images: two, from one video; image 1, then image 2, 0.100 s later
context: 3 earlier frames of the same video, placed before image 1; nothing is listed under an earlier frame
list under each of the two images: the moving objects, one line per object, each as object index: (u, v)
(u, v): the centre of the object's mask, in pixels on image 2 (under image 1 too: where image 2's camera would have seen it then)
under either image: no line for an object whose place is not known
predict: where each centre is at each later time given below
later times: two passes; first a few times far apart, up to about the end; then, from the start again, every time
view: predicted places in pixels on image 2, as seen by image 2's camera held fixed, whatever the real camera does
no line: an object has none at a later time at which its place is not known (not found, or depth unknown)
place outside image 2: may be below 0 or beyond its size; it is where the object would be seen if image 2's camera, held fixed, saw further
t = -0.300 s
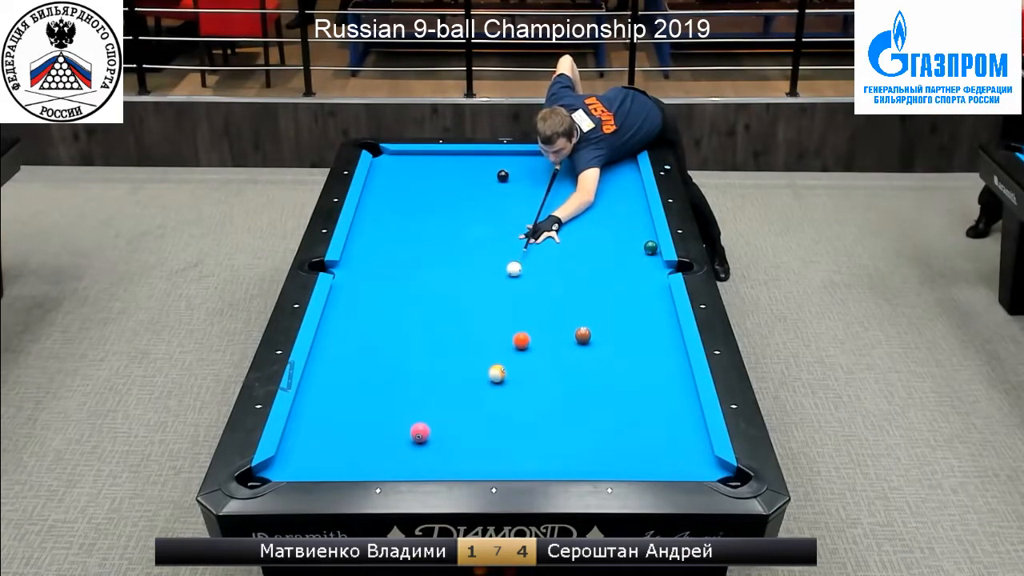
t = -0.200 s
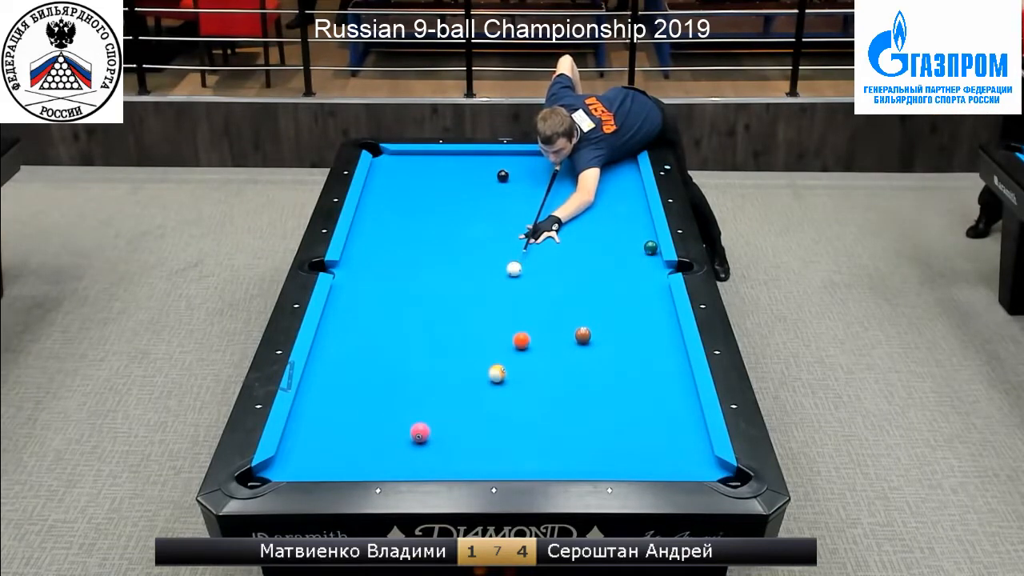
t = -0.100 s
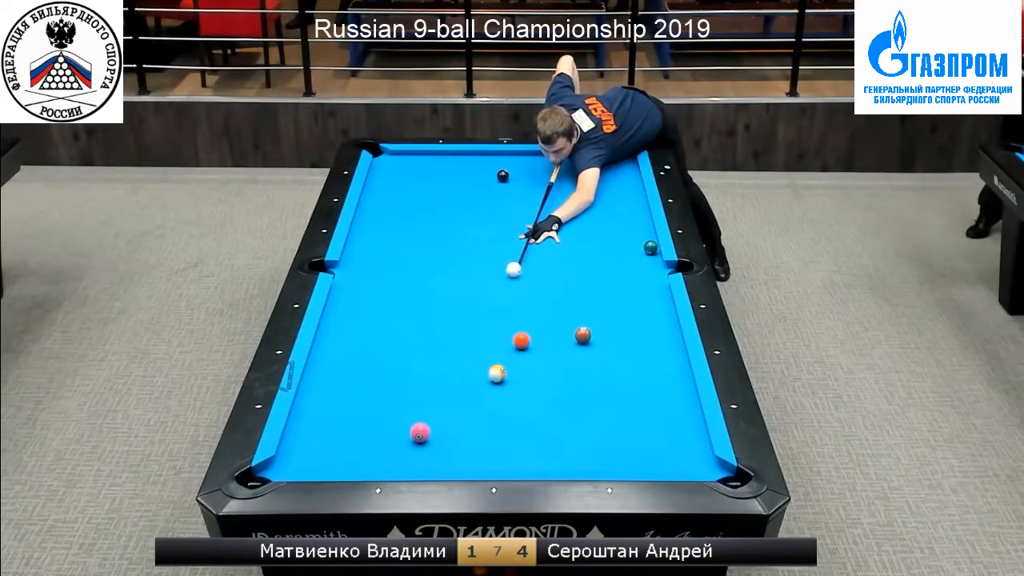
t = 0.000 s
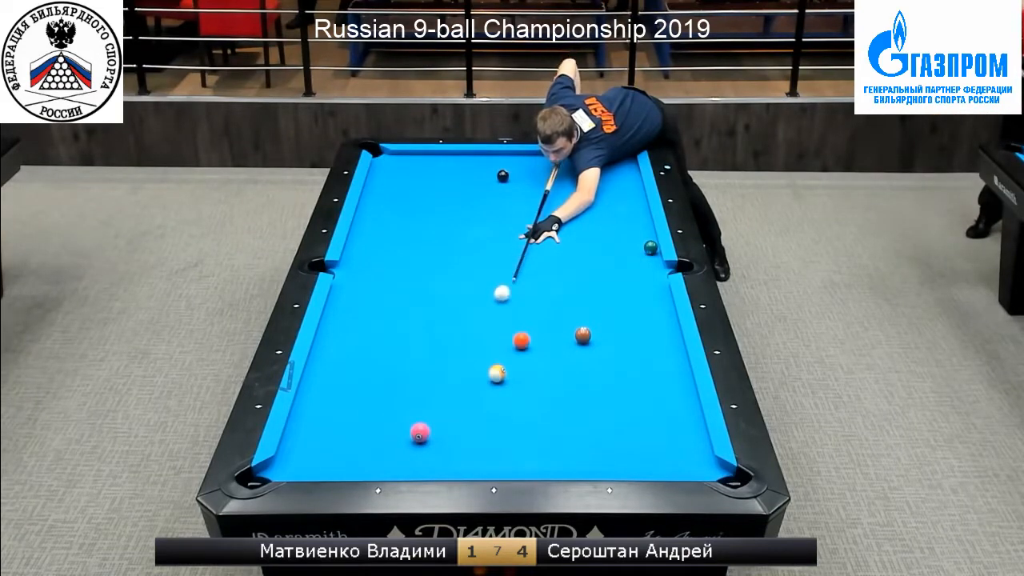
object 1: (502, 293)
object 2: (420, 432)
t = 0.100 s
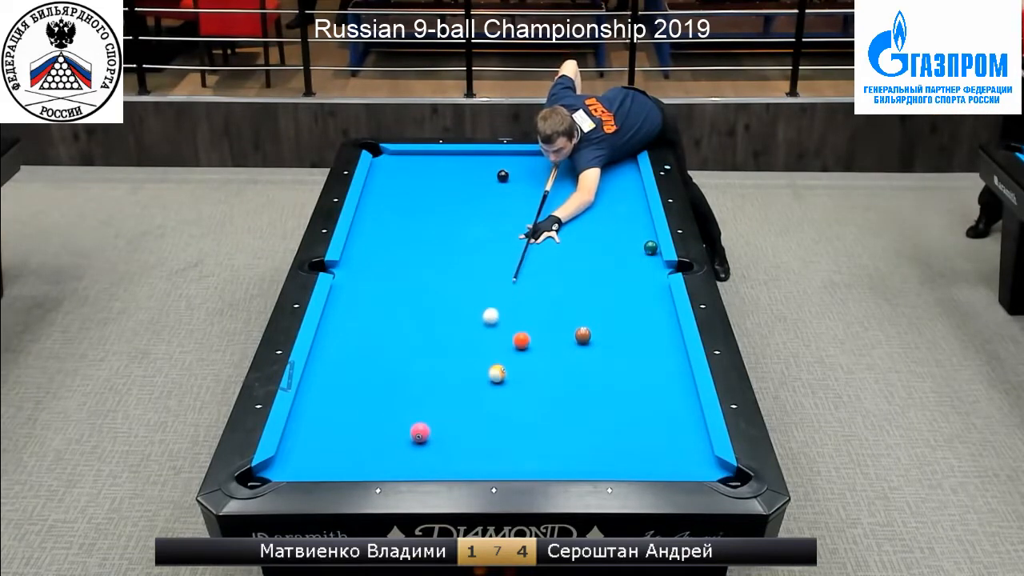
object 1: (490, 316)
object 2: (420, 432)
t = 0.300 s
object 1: (470, 358)
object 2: (420, 432)
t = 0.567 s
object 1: (447, 408)
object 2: (420, 432)
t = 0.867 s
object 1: (452, 459)
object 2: (388, 442)
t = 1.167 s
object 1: (488, 443)
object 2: (347, 454)
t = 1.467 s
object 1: (523, 418)
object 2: (308, 463)
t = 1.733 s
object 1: (551, 398)
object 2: (275, 469)
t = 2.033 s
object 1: (579, 378)
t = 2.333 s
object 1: (604, 361)
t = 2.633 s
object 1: (628, 345)
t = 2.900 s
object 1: (646, 332)
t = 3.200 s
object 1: (665, 319)
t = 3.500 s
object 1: (661, 309)
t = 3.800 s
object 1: (649, 302)
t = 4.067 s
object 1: (640, 296)
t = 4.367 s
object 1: (632, 291)
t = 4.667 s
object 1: (626, 286)
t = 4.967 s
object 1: (621, 283)
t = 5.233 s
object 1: (618, 280)
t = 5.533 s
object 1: (615, 278)
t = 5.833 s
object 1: (614, 277)
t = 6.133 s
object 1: (614, 277)
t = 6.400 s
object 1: (614, 277)
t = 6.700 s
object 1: (614, 277)
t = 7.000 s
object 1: (614, 277)
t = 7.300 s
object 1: (614, 277)
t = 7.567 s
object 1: (614, 277)
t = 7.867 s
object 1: (614, 277)
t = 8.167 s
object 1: (614, 277)
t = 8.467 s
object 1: (614, 277)
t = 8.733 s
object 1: (614, 277)
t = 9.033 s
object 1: (614, 277)
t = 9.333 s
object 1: (614, 277)
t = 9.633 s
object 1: (614, 277)
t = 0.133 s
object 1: (487, 324)
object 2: (420, 432)
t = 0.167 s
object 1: (483, 331)
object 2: (420, 432)
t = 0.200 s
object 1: (480, 338)
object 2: (420, 432)
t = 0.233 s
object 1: (477, 345)
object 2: (420, 432)
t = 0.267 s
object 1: (473, 352)
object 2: (420, 432)
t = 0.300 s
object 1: (470, 358)
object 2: (420, 432)
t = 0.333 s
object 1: (467, 364)
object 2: (420, 432)
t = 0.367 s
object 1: (464, 370)
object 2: (420, 432)
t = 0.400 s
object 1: (462, 376)
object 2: (420, 432)
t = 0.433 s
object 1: (459, 382)
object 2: (419, 432)
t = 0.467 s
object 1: (456, 389)
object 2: (419, 432)
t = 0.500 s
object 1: (453, 395)
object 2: (419, 432)
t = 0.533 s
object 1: (450, 401)
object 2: (420, 432)
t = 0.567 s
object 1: (447, 408)
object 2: (420, 432)
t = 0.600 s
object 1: (444, 414)
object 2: (419, 432)
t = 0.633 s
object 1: (440, 421)
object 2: (419, 432)
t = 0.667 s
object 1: (438, 427)
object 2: (419, 433)
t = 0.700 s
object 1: (441, 433)
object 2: (413, 434)
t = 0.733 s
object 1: (444, 438)
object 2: (407, 436)
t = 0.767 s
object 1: (446, 443)
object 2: (401, 438)
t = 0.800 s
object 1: (448, 448)
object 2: (397, 439)
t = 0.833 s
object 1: (450, 454)
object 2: (392, 441)
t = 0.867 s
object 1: (452, 459)
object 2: (388, 442)
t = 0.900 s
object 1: (454, 462)
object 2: (383, 443)
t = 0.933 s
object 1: (458, 463)
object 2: (378, 445)
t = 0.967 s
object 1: (463, 461)
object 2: (374, 446)
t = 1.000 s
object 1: (467, 459)
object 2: (369, 447)
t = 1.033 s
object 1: (471, 455)
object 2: (365, 449)
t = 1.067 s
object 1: (476, 452)
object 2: (360, 450)
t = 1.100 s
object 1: (480, 449)
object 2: (356, 451)
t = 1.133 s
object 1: (484, 446)
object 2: (352, 452)
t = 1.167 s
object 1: (488, 443)
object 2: (347, 454)
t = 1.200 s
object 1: (492, 440)
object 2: (343, 455)
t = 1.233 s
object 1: (496, 437)
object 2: (338, 457)
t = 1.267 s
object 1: (500, 434)
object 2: (334, 458)
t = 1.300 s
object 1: (504, 431)
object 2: (329, 459)
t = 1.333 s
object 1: (508, 428)
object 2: (325, 460)
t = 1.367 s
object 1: (512, 426)
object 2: (321, 461)
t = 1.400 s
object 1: (515, 423)
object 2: (316, 462)
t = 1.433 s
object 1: (519, 420)
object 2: (312, 462)
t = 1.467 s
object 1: (523, 418)
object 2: (308, 463)
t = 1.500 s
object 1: (527, 415)
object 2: (303, 464)
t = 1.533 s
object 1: (530, 413)
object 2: (299, 465)
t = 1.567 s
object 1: (534, 410)
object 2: (295, 466)
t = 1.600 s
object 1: (537, 408)
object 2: (291, 466)
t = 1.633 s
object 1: (540, 405)
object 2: (287, 467)
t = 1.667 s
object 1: (544, 403)
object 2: (283, 468)
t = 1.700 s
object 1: (547, 400)
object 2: (279, 469)
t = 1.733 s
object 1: (551, 398)
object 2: (275, 469)
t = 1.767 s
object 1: (554, 396)
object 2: (271, 470)
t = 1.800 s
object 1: (557, 393)
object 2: (267, 471)
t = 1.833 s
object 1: (560, 391)
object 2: (263, 473)
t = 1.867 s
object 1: (564, 389)
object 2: (259, 478)
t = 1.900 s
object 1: (567, 387)
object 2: (255, 482)
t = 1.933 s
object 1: (570, 385)
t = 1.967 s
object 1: (573, 382)
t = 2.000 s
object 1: (576, 380)
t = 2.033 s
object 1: (579, 378)
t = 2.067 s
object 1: (582, 376)
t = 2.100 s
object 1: (585, 374)
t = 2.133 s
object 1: (588, 372)
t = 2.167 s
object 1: (591, 370)
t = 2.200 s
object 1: (594, 368)
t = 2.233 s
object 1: (596, 366)
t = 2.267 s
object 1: (599, 364)
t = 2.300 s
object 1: (602, 362)
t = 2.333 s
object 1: (604, 361)
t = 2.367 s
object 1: (607, 359)
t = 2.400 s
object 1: (610, 357)
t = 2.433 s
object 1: (613, 355)
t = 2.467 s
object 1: (615, 353)
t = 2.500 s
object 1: (618, 351)
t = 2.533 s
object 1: (620, 350)
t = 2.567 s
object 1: (623, 348)
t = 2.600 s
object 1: (625, 346)
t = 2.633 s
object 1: (628, 345)
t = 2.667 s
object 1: (630, 343)
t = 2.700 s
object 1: (632, 341)
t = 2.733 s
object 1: (635, 340)
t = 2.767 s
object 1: (637, 338)
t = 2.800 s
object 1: (640, 336)
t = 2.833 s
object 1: (642, 335)
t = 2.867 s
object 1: (644, 333)
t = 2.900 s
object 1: (646, 332)
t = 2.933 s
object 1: (648, 330)
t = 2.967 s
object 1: (651, 329)
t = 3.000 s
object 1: (653, 327)
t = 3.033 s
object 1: (655, 326)
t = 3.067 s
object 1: (657, 324)
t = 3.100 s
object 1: (659, 323)
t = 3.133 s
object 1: (661, 322)
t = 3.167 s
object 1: (663, 320)
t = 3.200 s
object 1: (665, 319)
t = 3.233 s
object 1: (667, 317)
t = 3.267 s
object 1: (669, 316)
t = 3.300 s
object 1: (669, 315)
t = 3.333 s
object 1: (667, 314)
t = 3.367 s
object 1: (666, 313)
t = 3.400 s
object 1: (664, 312)
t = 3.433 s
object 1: (663, 311)
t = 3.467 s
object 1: (662, 310)
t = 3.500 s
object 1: (661, 309)
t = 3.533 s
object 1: (658, 309)
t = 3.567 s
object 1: (657, 308)
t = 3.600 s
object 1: (656, 307)
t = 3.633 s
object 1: (655, 306)
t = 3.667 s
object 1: (654, 305)
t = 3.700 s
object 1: (652, 304)
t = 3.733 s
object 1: (651, 304)
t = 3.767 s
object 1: (650, 303)
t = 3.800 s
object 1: (649, 302)
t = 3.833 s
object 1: (647, 301)
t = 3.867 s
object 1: (646, 301)
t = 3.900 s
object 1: (645, 300)
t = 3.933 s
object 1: (644, 299)
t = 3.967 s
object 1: (643, 298)
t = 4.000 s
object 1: (642, 298)
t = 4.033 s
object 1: (641, 297)
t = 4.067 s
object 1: (640, 296)
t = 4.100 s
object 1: (639, 296)
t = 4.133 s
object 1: (638, 295)
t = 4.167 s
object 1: (637, 294)
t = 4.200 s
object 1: (636, 293)
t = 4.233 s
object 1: (635, 293)
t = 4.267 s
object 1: (635, 293)
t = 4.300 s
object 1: (634, 292)
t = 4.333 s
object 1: (633, 291)
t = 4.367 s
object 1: (632, 291)
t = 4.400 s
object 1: (631, 290)
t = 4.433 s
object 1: (631, 290)
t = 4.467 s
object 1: (630, 289)
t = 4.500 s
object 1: (629, 289)
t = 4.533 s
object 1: (628, 288)
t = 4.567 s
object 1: (628, 287)
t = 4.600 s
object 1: (627, 287)
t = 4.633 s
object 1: (627, 287)
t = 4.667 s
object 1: (626, 286)
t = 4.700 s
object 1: (625, 286)
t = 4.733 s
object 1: (625, 285)
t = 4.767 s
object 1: (624, 285)
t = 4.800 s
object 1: (624, 285)
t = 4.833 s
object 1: (623, 284)
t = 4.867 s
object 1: (622, 284)
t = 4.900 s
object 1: (622, 283)
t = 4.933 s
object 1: (621, 283)
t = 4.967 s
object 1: (621, 283)
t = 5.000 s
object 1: (620, 282)
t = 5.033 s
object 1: (620, 282)
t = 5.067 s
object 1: (620, 282)
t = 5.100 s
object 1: (619, 281)
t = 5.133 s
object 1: (619, 281)
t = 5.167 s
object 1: (618, 281)
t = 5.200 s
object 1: (618, 280)
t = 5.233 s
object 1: (618, 280)
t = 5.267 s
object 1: (617, 280)
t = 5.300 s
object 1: (617, 280)
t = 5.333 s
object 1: (617, 279)
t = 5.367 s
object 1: (617, 279)
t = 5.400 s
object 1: (616, 279)
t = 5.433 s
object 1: (616, 279)
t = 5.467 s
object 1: (616, 279)
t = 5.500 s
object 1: (615, 278)
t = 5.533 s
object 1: (615, 278)
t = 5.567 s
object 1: (615, 278)
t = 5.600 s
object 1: (615, 278)
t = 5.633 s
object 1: (615, 278)
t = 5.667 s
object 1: (614, 278)
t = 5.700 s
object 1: (614, 278)
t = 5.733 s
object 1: (614, 278)
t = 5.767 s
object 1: (614, 277)
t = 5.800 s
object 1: (614, 277)
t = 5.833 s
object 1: (614, 277)
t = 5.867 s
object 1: (614, 277)
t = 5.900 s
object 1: (614, 277)
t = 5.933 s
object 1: (614, 277)
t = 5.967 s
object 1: (614, 277)
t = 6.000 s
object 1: (614, 277)
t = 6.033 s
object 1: (614, 277)
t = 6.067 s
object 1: (614, 277)
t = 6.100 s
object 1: (614, 277)
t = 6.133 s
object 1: (614, 277)
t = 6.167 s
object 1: (614, 277)
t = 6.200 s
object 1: (614, 277)
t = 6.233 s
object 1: (614, 277)
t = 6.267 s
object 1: (614, 277)
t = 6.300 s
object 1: (614, 277)
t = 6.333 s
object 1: (614, 277)
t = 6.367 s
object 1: (614, 277)
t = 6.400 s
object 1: (614, 277)
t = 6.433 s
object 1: (614, 277)
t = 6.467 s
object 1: (614, 277)
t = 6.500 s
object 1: (614, 277)
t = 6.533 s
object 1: (614, 277)
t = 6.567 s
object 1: (614, 277)
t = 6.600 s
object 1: (614, 277)
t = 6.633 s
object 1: (614, 277)
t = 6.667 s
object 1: (614, 277)
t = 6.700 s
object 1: (614, 277)
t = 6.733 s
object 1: (614, 277)
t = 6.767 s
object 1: (614, 277)
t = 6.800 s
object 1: (614, 277)
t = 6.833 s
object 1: (614, 277)
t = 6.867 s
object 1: (614, 277)
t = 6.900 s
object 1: (614, 277)
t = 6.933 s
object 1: (614, 277)
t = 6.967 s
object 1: (614, 277)
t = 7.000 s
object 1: (614, 277)
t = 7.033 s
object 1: (614, 277)
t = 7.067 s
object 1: (614, 277)
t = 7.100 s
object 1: (614, 277)
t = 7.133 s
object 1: (614, 277)
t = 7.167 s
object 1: (614, 277)
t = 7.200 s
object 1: (614, 277)
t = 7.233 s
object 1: (614, 277)
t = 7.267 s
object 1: (614, 277)
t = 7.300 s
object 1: (614, 277)
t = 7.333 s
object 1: (614, 277)
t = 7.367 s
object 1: (614, 277)
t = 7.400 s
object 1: (614, 277)
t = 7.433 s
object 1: (614, 277)
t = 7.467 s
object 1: (614, 277)
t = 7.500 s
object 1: (614, 277)
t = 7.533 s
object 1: (614, 277)
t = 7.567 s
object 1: (614, 277)
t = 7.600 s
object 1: (614, 277)
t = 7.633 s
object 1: (614, 277)
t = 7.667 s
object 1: (614, 277)
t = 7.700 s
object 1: (614, 277)
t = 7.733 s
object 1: (614, 277)
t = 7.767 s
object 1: (614, 277)
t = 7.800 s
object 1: (614, 277)
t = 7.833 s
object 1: (614, 277)
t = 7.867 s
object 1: (614, 277)
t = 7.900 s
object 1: (614, 277)
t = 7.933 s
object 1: (614, 277)
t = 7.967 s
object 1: (614, 277)
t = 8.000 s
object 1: (614, 277)
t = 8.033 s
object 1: (614, 277)
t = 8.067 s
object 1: (614, 277)
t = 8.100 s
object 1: (614, 277)
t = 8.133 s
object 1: (614, 277)
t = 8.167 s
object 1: (614, 277)
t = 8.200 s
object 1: (614, 277)
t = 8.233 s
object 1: (614, 277)
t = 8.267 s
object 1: (614, 277)
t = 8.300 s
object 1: (614, 277)
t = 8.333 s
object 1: (614, 277)
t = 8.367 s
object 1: (614, 277)
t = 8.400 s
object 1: (614, 277)
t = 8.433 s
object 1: (614, 277)
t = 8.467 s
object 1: (614, 277)
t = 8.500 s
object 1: (614, 277)
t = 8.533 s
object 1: (614, 277)
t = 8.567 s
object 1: (614, 277)
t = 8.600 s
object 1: (614, 277)
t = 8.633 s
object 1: (614, 277)
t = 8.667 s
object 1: (614, 277)
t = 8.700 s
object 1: (614, 277)
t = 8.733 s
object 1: (614, 277)
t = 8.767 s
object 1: (614, 277)
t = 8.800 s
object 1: (614, 277)
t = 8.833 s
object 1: (614, 277)
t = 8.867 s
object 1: (614, 277)
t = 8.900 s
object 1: (614, 277)
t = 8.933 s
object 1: (614, 277)
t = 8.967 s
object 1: (614, 277)
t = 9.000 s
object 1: (614, 277)
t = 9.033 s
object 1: (614, 277)
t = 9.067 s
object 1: (614, 277)
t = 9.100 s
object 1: (614, 277)
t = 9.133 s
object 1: (614, 277)
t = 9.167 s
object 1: (614, 277)
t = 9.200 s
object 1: (614, 277)
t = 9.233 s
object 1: (614, 277)
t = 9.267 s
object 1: (614, 277)
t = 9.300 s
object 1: (614, 277)
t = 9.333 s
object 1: (614, 277)
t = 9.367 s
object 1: (614, 277)
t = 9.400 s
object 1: (614, 277)
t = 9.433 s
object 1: (614, 277)
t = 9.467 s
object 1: (614, 277)
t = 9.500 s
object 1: (614, 277)
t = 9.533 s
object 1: (614, 277)
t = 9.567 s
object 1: (614, 277)
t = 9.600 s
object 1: (614, 277)
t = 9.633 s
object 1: (614, 277)
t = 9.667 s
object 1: (614, 277)
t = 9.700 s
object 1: (614, 277)
